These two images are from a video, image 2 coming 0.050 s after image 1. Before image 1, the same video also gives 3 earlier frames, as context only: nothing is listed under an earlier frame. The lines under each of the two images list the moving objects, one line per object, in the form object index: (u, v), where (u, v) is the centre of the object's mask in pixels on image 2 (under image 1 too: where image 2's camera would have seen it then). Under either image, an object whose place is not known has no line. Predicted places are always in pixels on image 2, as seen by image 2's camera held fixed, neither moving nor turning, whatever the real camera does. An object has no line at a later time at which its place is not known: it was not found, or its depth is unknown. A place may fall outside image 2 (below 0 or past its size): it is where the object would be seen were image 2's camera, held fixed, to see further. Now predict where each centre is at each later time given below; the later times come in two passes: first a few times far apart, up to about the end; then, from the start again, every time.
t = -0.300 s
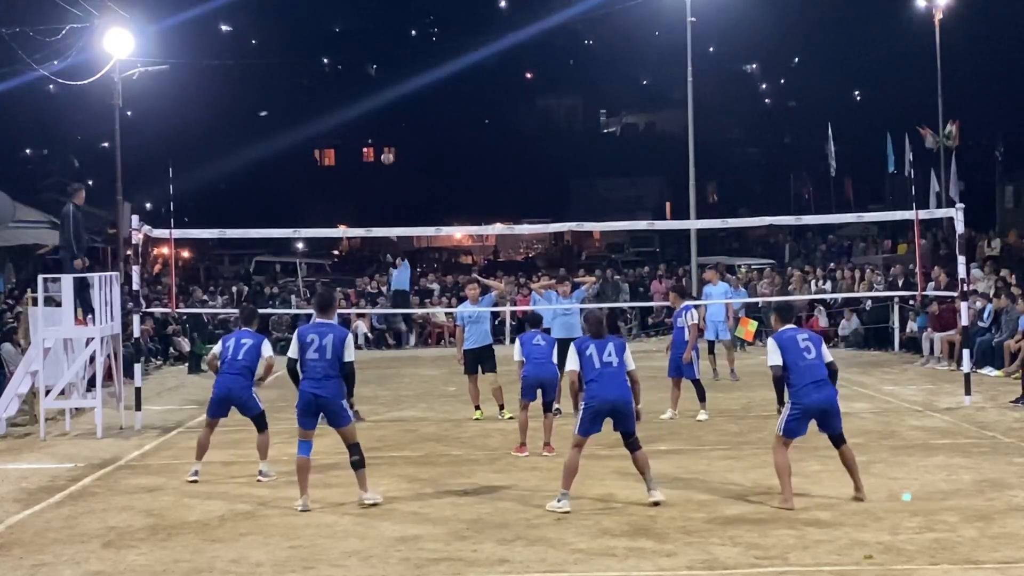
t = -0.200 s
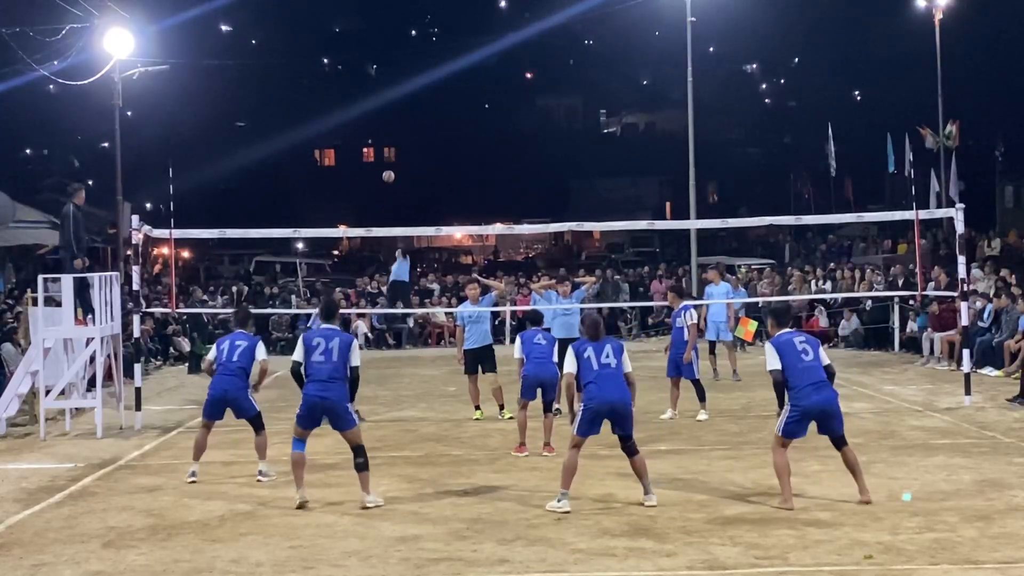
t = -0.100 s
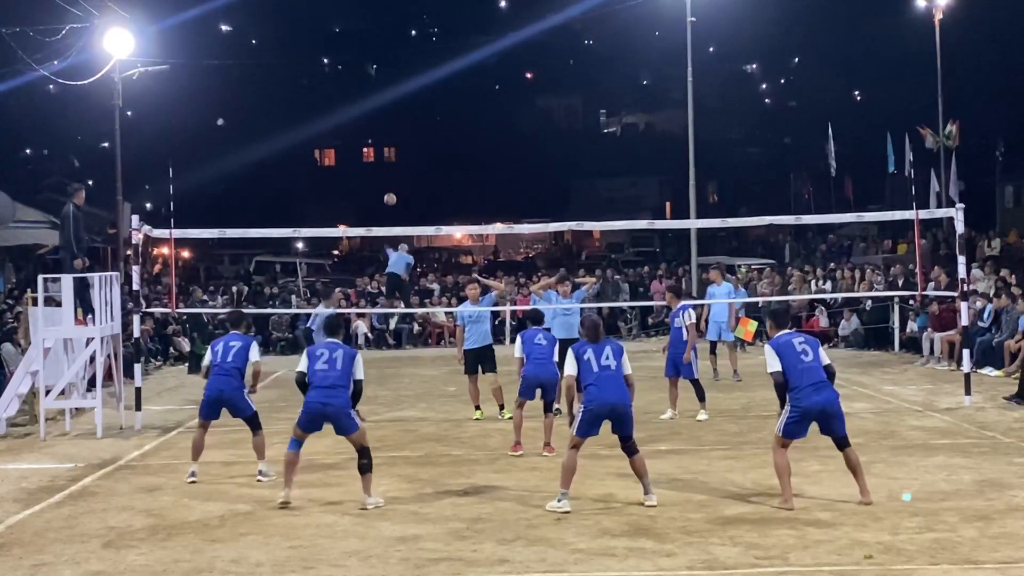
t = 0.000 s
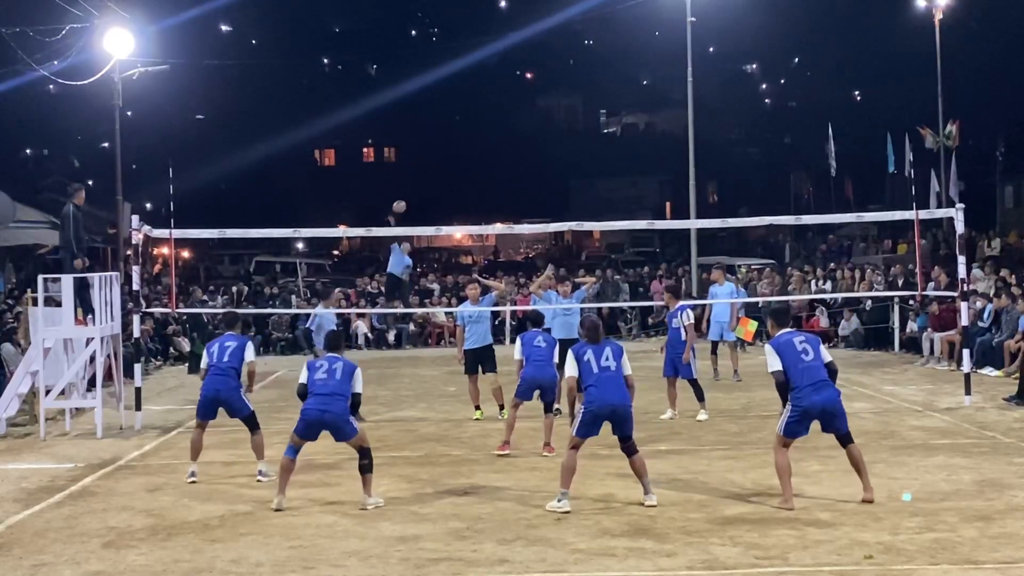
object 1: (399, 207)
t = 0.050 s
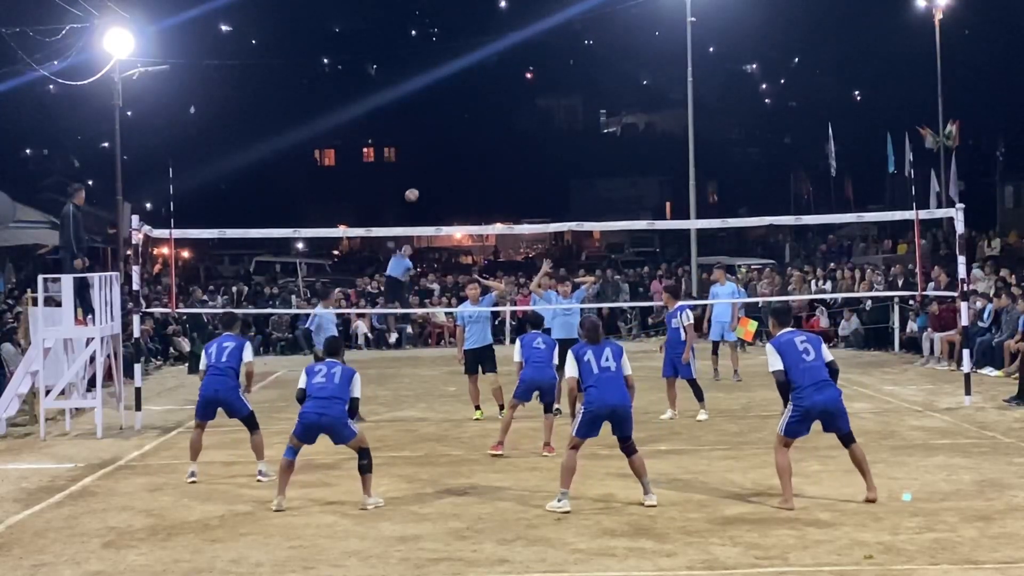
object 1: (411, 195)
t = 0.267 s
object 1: (487, 169)
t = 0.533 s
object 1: (649, 219)
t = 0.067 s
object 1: (416, 192)
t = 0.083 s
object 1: (421, 189)
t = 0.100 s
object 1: (426, 186)
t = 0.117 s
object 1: (431, 183)
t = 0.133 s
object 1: (436, 180)
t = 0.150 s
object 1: (441, 178)
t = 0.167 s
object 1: (447, 176)
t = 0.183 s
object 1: (453, 174)
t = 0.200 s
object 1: (459, 172)
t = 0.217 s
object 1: (466, 171)
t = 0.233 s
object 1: (473, 170)
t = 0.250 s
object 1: (480, 169)
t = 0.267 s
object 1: (487, 169)
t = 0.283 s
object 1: (495, 169)
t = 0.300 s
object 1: (502, 169)
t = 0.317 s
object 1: (511, 170)
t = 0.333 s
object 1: (519, 171)
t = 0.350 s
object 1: (528, 173)
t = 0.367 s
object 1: (537, 175)
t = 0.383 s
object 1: (547, 177)
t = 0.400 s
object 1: (557, 180)
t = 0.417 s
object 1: (567, 183)
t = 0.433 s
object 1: (577, 186)
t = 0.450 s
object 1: (588, 191)
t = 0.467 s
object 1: (600, 195)
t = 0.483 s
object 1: (611, 200)
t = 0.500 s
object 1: (624, 206)
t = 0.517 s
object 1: (636, 212)
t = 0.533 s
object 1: (649, 219)
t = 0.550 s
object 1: (663, 228)
